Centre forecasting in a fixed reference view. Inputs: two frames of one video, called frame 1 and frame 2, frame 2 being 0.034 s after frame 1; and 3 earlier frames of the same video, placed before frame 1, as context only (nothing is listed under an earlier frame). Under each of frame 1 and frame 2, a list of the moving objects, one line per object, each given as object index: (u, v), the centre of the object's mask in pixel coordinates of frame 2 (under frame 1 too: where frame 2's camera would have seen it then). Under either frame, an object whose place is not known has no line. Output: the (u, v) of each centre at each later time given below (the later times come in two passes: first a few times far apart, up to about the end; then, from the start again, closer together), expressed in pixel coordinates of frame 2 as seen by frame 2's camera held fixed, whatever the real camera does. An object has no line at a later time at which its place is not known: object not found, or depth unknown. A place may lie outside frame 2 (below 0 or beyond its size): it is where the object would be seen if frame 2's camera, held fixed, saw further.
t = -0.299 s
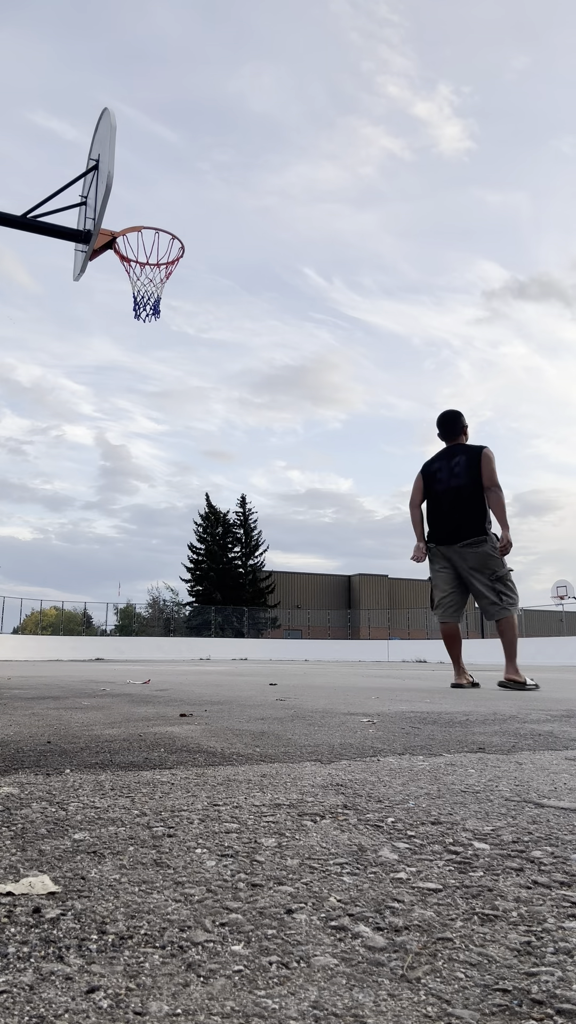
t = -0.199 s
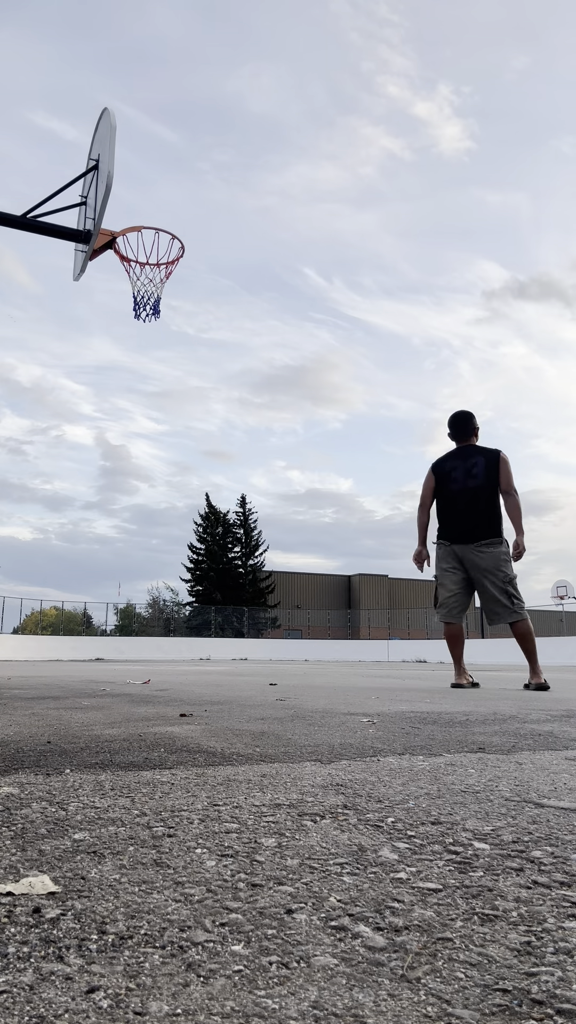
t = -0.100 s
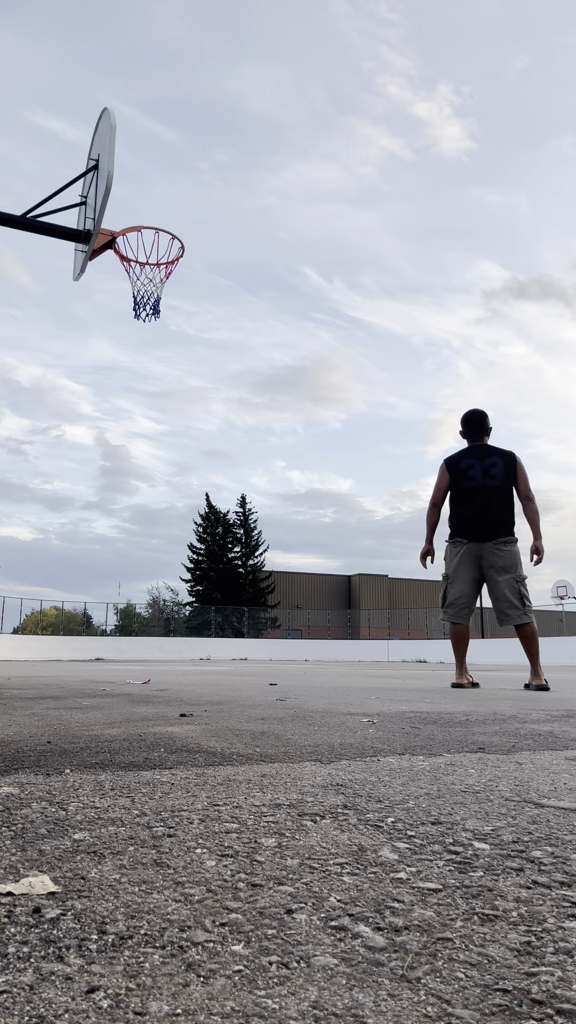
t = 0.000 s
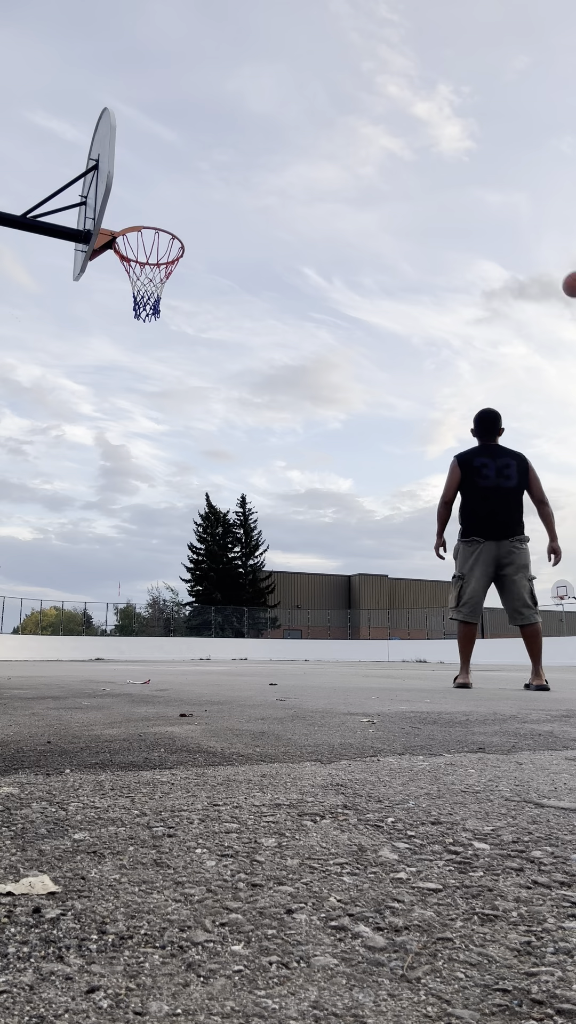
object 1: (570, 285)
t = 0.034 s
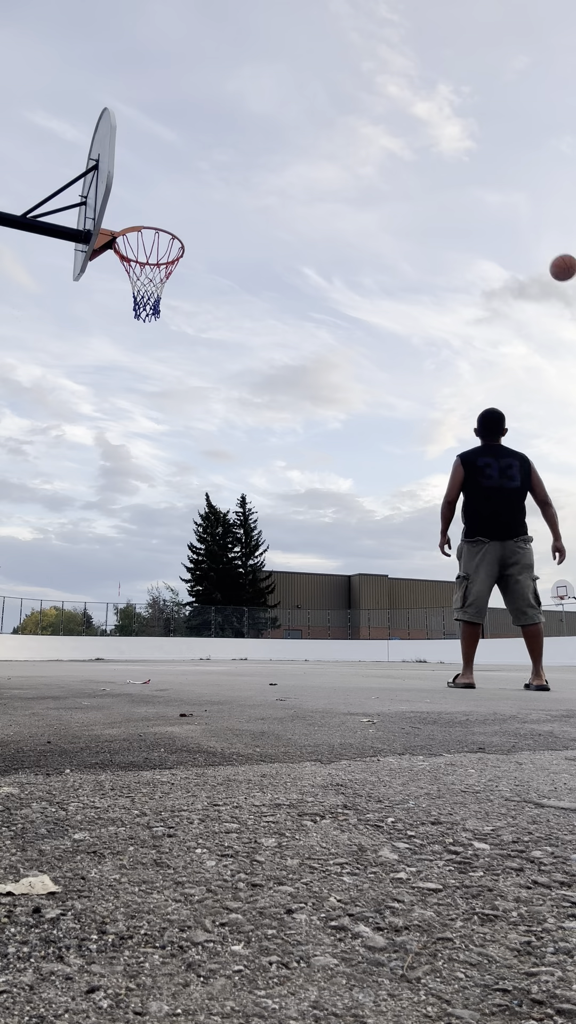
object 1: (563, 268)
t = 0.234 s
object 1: (485, 189)
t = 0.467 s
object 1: (390, 143)
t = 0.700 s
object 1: (283, 155)
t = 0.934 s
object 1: (159, 235)
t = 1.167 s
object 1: (101, 291)
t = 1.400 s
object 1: (73, 384)
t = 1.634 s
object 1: (36, 562)
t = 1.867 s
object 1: (45, 562)
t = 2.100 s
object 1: (83, 463)
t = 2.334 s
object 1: (113, 445)
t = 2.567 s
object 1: (138, 501)
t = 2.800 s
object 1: (158, 630)
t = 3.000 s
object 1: (177, 587)
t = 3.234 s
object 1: (196, 537)
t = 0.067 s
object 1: (551, 252)
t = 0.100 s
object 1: (538, 237)
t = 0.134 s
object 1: (525, 224)
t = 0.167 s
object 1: (512, 211)
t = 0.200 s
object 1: (499, 199)
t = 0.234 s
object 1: (485, 189)
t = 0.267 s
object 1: (472, 179)
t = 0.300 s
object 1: (459, 170)
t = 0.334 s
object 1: (445, 163)
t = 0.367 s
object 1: (432, 156)
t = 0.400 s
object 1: (418, 151)
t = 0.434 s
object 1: (404, 147)
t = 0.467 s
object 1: (390, 143)
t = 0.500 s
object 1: (376, 141)
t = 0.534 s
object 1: (361, 140)
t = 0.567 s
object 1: (346, 141)
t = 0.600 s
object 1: (331, 142)
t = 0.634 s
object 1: (315, 145)
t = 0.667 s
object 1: (300, 149)
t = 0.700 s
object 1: (283, 155)
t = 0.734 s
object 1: (267, 162)
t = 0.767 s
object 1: (250, 170)
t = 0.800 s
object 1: (233, 180)
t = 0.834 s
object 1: (215, 191)
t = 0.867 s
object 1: (197, 204)
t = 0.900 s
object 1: (178, 219)
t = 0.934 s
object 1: (159, 235)
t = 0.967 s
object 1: (139, 254)
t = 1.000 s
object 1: (122, 268)
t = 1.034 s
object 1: (114, 272)
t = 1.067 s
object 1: (111, 275)
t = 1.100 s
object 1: (107, 279)
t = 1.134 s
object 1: (104, 284)
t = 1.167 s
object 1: (101, 291)
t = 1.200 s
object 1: (97, 300)
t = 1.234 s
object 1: (94, 310)
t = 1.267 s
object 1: (90, 322)
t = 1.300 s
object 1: (86, 335)
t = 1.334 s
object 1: (81, 350)
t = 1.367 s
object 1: (77, 366)
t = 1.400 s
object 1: (73, 384)
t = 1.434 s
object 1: (69, 404)
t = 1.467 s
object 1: (64, 426)
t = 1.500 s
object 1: (59, 450)
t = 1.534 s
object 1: (54, 475)
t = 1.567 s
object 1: (48, 502)
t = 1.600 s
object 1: (42, 531)
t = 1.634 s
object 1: (36, 562)
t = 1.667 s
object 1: (30, 596)
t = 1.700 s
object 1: (24, 631)
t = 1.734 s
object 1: (19, 663)
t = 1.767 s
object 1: (26, 635)
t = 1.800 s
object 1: (32, 609)
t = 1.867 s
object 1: (45, 562)
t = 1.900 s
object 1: (51, 543)
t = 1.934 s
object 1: (57, 524)
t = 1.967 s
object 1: (62, 508)
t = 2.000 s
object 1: (68, 494)
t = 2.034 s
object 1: (73, 482)
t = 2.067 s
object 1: (78, 472)
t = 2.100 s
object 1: (83, 463)
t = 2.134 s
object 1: (87, 456)
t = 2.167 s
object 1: (92, 450)
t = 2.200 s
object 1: (96, 446)
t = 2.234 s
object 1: (101, 443)
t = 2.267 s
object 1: (105, 443)
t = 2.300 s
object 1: (109, 443)
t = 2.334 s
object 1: (113, 445)
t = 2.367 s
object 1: (117, 449)
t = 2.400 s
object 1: (120, 454)
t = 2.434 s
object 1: (124, 460)
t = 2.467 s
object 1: (128, 468)
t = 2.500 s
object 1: (131, 478)
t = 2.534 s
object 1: (135, 489)
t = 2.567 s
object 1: (138, 501)
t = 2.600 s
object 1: (141, 515)
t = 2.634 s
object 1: (144, 530)
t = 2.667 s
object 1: (147, 547)
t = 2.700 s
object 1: (150, 566)
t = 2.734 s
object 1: (153, 585)
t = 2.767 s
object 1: (156, 607)
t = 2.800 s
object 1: (158, 630)
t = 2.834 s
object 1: (161, 656)
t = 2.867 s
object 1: (164, 652)
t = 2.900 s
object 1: (167, 632)
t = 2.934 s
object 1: (171, 615)
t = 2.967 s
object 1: (174, 601)
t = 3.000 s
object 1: (177, 587)
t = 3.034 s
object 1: (180, 575)
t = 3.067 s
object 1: (183, 565)
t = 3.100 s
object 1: (185, 556)
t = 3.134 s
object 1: (188, 549)
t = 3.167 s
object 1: (191, 544)
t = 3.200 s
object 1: (193, 540)
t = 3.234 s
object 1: (196, 537)
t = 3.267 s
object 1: (198, 536)
